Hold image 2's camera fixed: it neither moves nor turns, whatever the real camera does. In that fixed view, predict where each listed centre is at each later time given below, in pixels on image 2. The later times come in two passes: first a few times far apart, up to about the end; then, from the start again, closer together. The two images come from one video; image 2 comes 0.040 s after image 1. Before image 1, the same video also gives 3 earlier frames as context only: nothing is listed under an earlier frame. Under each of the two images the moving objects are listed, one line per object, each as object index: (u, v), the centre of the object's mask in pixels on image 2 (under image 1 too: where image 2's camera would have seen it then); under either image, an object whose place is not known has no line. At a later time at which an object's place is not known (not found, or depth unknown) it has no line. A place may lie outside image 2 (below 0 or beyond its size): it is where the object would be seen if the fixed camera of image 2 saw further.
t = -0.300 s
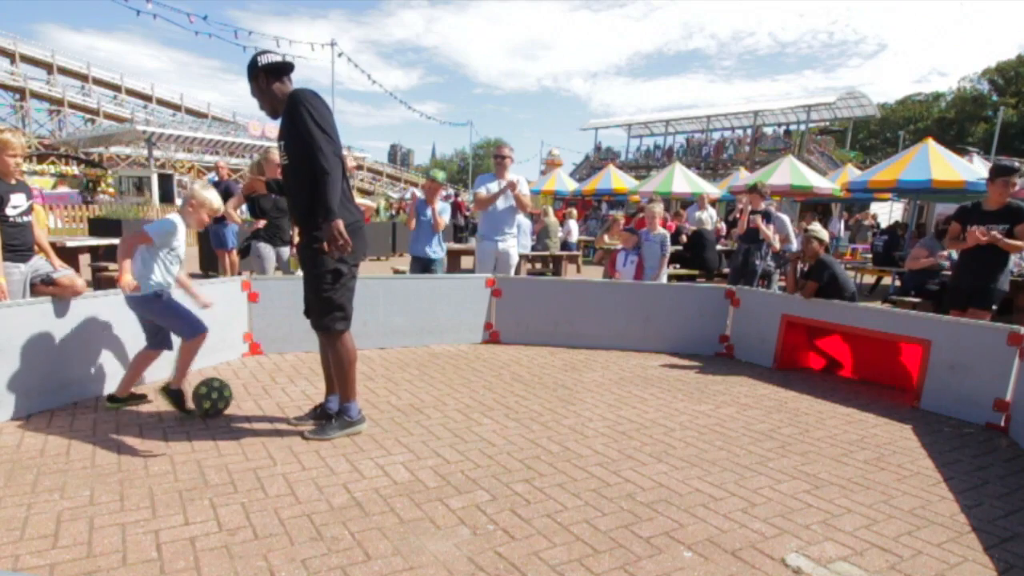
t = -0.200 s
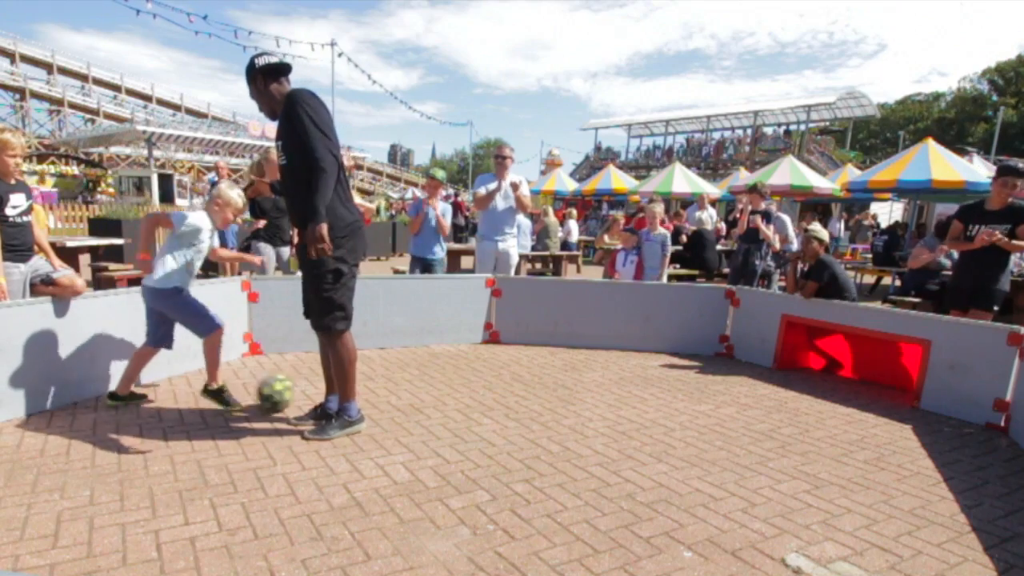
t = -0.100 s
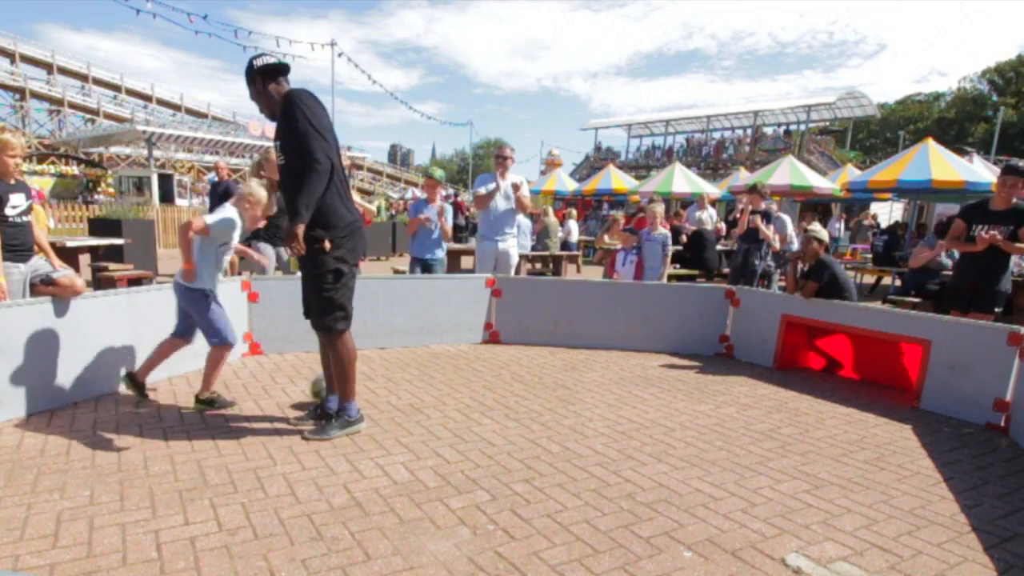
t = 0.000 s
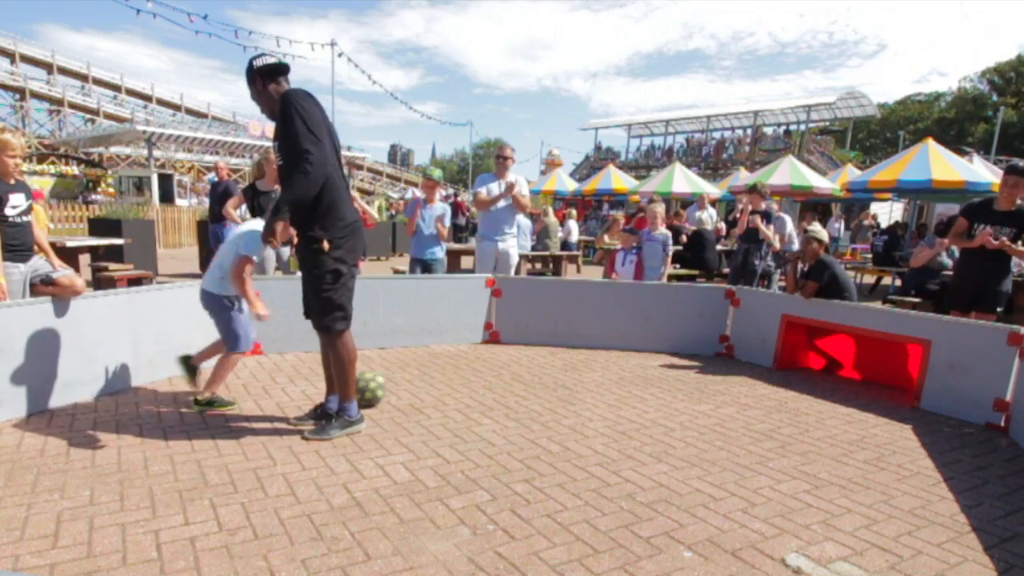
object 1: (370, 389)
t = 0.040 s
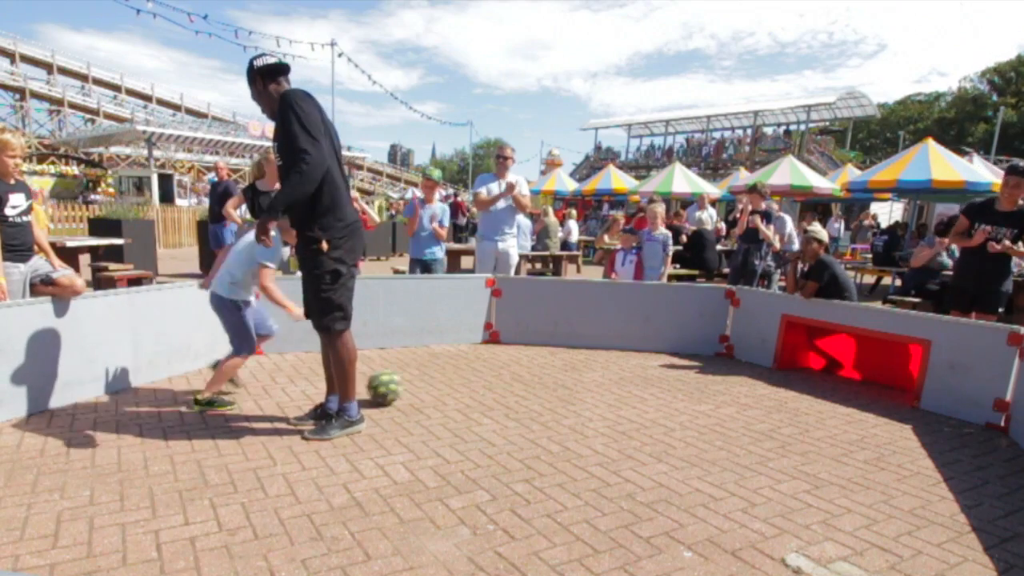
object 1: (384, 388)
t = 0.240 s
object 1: (456, 385)
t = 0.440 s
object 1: (521, 382)
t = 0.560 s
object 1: (556, 380)
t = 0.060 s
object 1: (392, 388)
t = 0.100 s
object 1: (406, 387)
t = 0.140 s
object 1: (420, 387)
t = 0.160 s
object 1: (428, 386)
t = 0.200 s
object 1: (441, 386)
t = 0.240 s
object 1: (456, 385)
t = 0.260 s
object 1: (462, 385)
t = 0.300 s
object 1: (476, 384)
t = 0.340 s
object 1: (489, 383)
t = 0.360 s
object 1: (495, 383)
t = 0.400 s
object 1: (509, 381)
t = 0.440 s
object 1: (521, 382)
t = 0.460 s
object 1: (527, 381)
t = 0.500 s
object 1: (539, 381)
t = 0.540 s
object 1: (550, 381)
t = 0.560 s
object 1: (556, 380)
